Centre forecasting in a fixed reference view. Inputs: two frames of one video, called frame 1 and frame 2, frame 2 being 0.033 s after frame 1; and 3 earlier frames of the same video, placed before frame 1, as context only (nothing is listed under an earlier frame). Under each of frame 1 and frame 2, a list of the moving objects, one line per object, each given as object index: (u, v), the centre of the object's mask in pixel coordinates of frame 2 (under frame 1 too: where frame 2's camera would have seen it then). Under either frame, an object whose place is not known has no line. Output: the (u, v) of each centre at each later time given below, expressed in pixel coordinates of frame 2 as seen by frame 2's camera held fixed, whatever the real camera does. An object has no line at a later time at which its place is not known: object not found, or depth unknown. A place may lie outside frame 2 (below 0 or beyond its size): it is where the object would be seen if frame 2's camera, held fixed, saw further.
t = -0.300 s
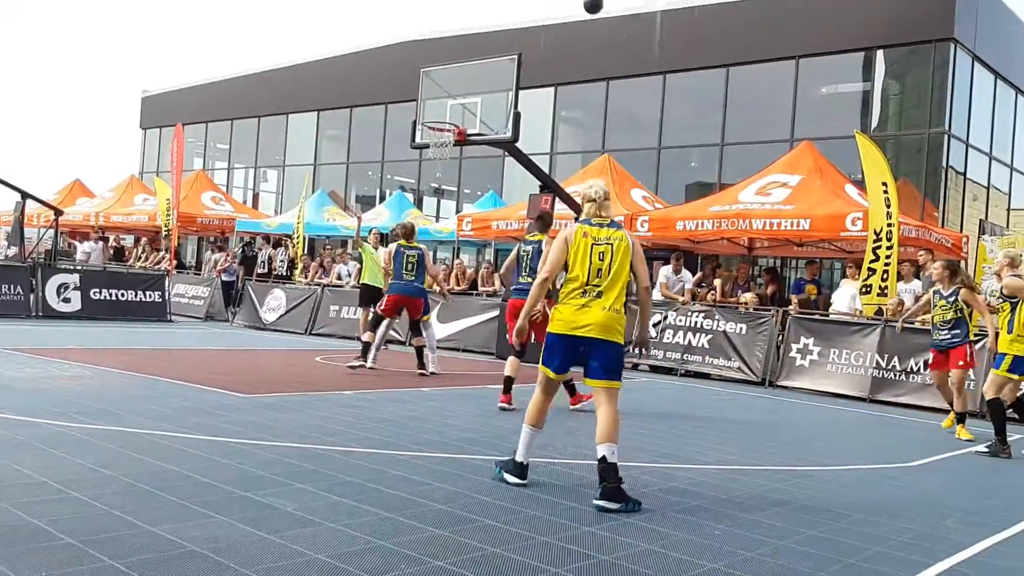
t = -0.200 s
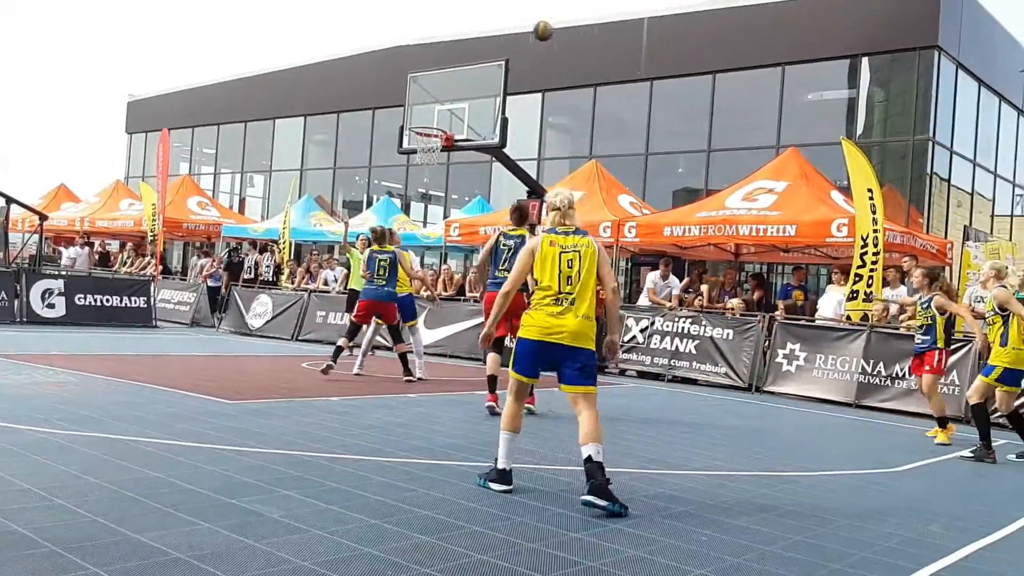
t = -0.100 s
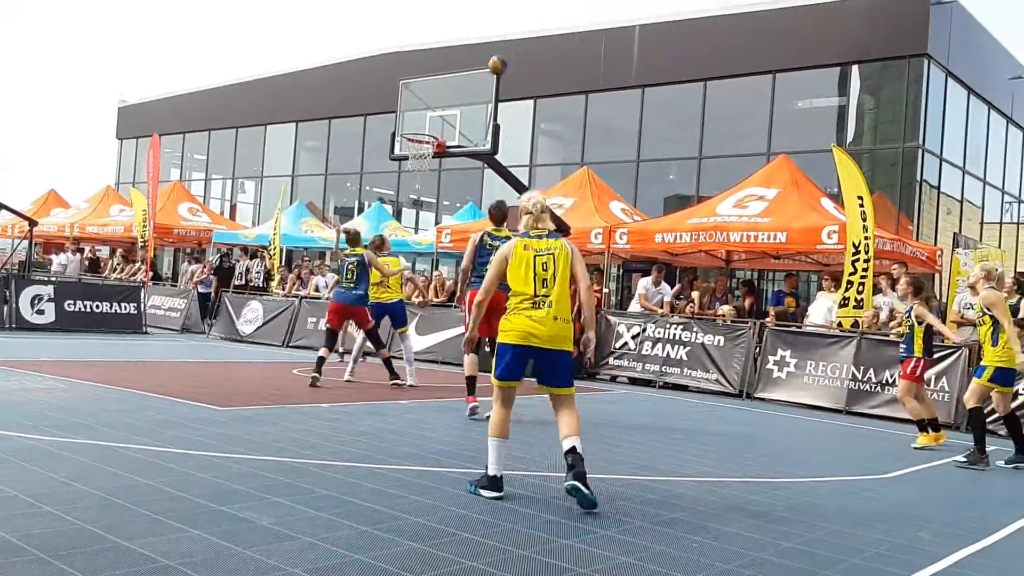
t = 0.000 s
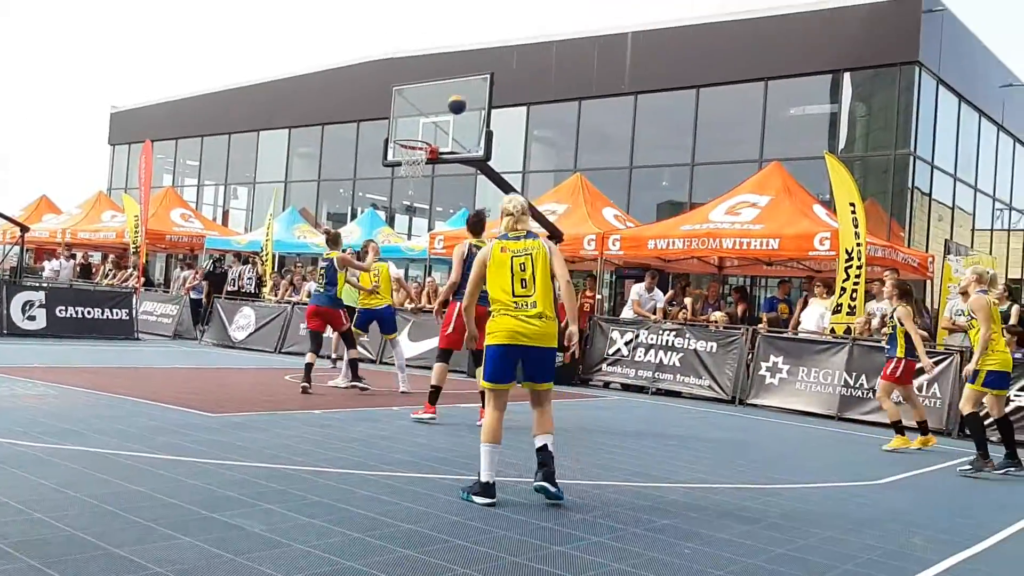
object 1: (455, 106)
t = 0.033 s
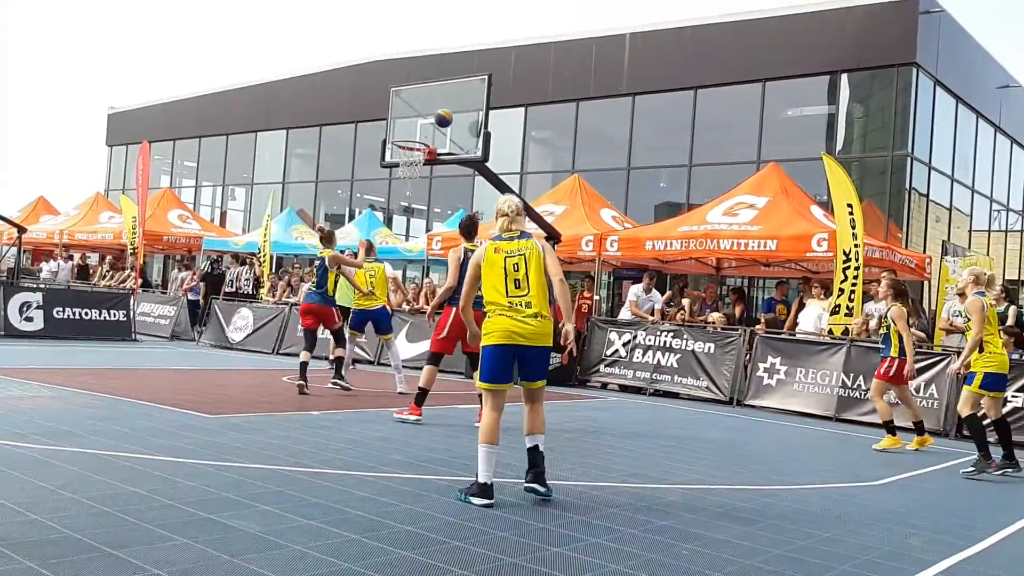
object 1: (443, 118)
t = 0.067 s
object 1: (433, 131)
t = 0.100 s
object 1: (429, 131)
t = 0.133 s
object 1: (428, 121)
